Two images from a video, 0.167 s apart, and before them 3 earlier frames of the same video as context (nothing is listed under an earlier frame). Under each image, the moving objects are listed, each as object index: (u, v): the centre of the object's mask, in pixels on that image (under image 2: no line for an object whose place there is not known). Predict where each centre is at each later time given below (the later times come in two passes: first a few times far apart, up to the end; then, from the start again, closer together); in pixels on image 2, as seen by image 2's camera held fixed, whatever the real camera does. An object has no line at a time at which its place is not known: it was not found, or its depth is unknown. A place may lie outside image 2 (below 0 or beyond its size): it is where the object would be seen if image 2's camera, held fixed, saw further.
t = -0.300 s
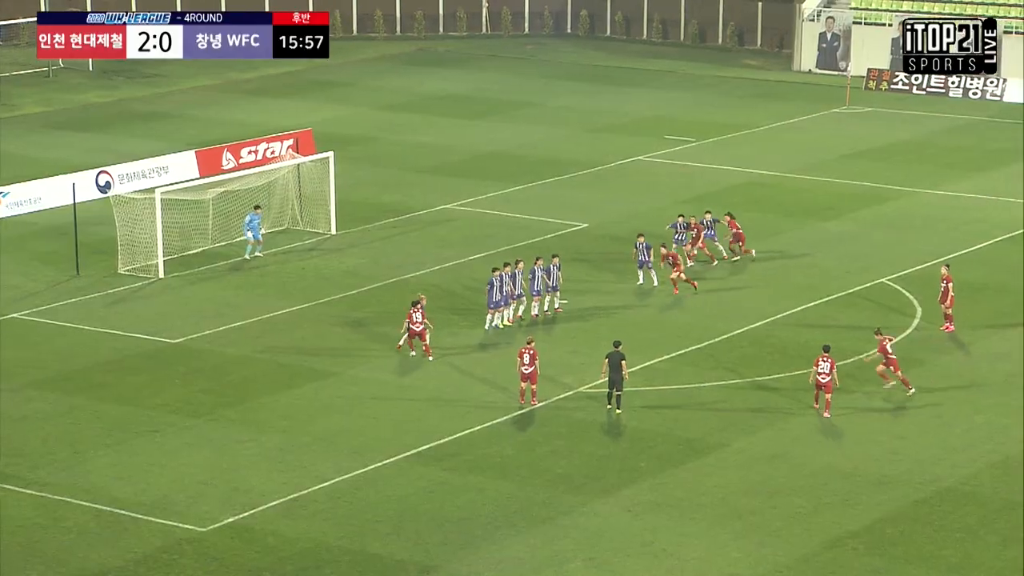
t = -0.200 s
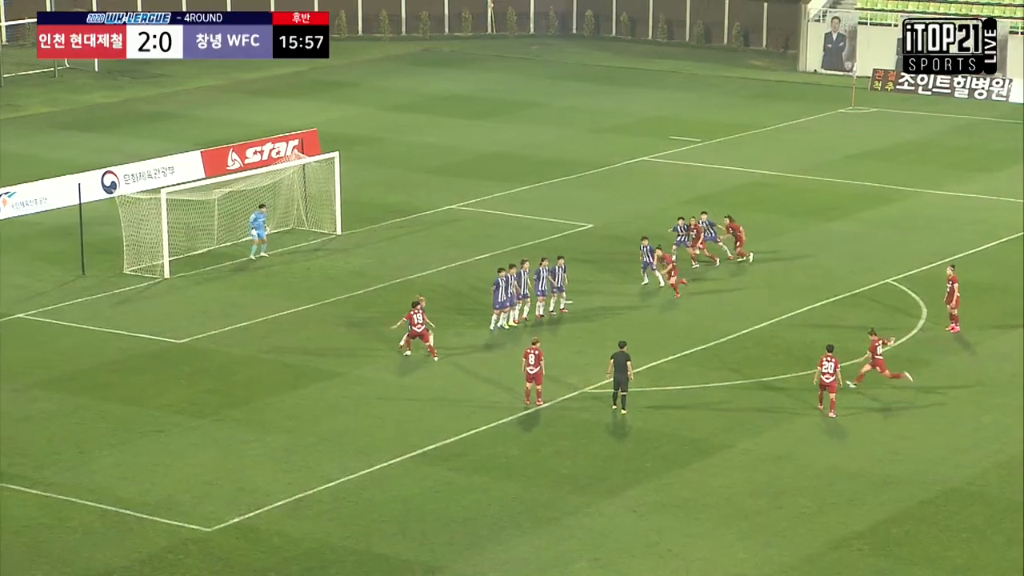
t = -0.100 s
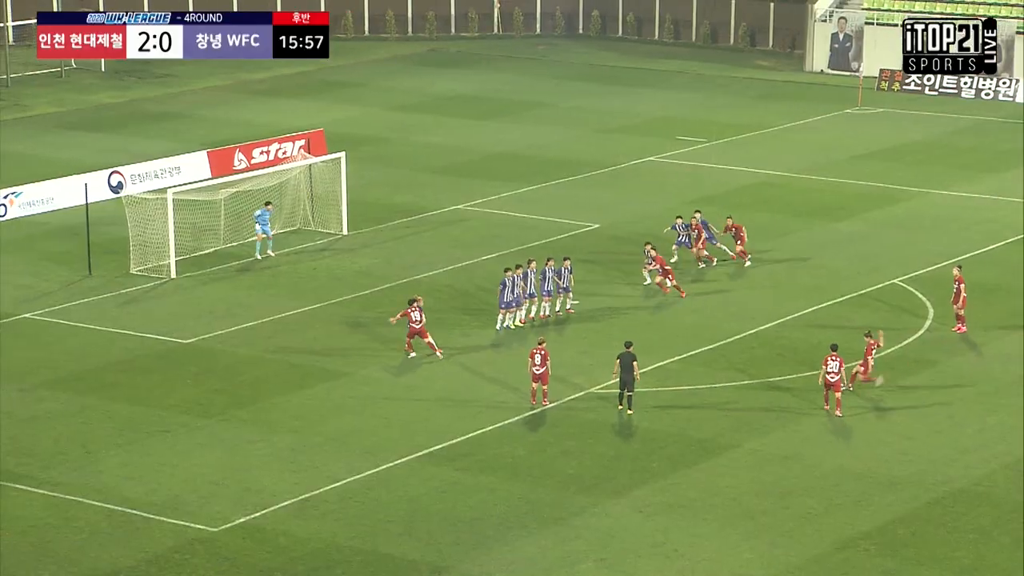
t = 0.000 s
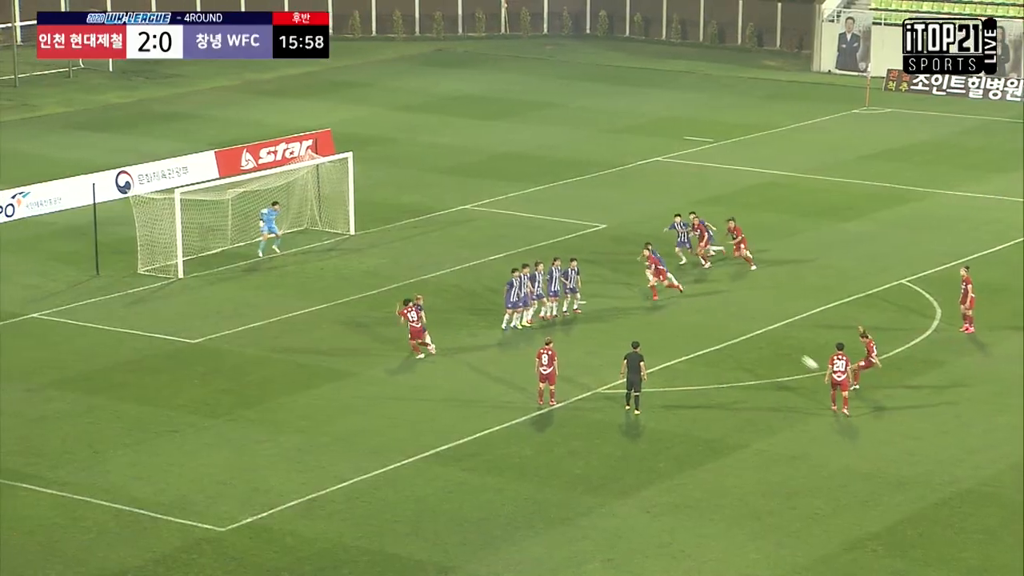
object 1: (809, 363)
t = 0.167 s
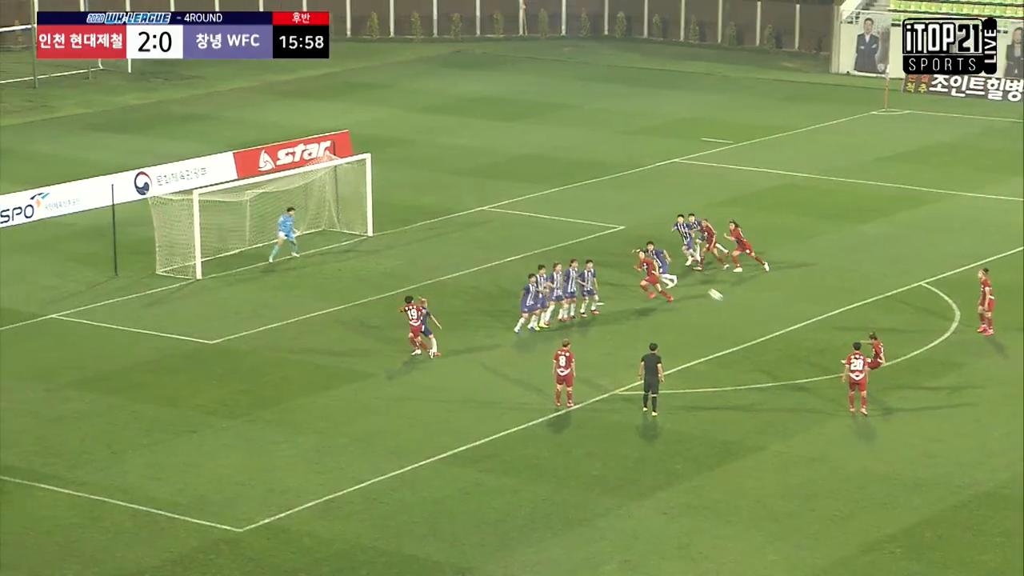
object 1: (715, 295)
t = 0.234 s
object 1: (676, 272)
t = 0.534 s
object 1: (536, 207)
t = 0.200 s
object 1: (695, 284)
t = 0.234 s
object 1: (676, 272)
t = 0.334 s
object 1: (622, 245)
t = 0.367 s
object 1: (606, 237)
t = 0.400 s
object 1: (591, 230)
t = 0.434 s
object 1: (577, 223)
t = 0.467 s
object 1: (563, 217)
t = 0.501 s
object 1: (549, 212)
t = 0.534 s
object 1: (536, 207)
